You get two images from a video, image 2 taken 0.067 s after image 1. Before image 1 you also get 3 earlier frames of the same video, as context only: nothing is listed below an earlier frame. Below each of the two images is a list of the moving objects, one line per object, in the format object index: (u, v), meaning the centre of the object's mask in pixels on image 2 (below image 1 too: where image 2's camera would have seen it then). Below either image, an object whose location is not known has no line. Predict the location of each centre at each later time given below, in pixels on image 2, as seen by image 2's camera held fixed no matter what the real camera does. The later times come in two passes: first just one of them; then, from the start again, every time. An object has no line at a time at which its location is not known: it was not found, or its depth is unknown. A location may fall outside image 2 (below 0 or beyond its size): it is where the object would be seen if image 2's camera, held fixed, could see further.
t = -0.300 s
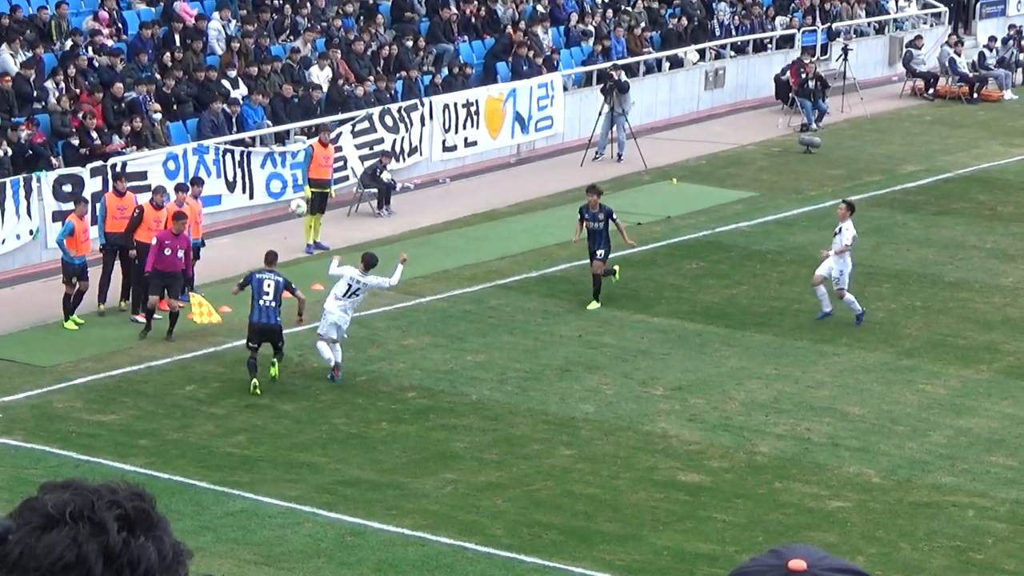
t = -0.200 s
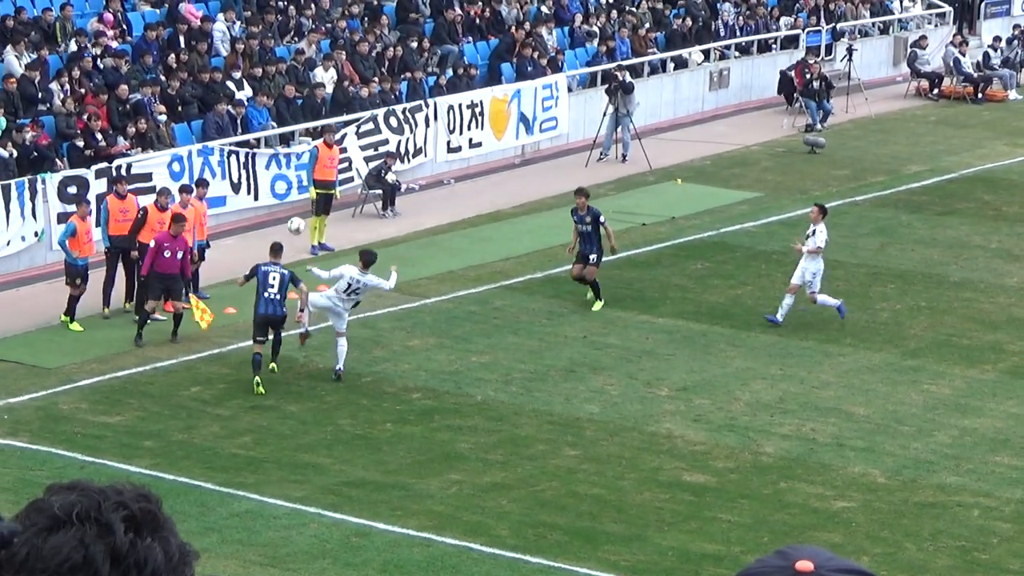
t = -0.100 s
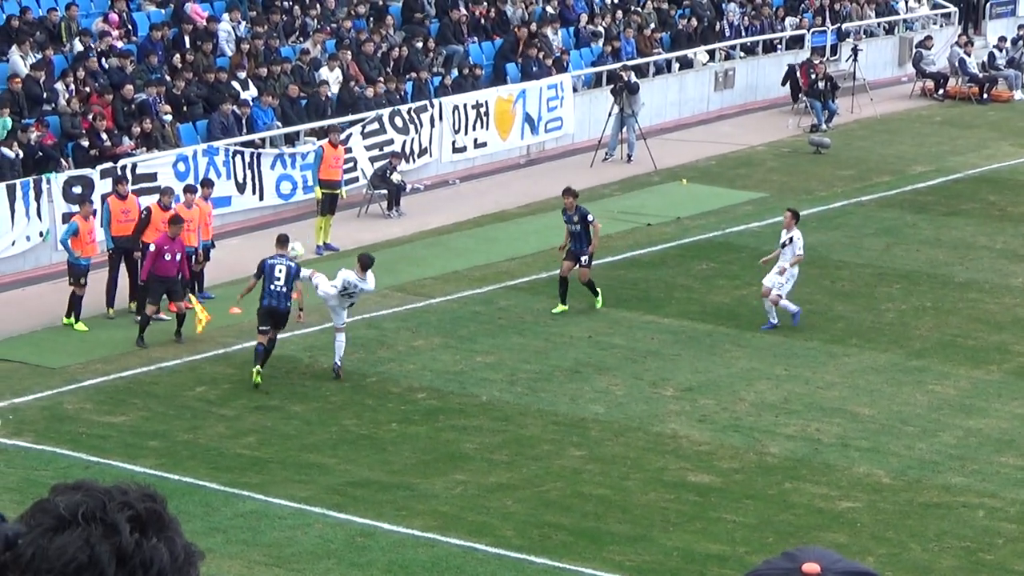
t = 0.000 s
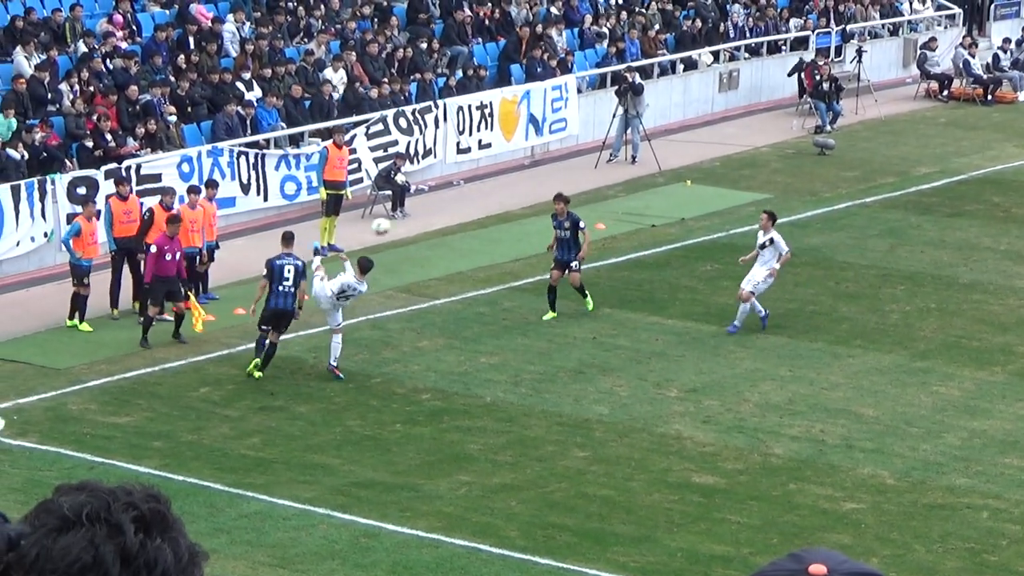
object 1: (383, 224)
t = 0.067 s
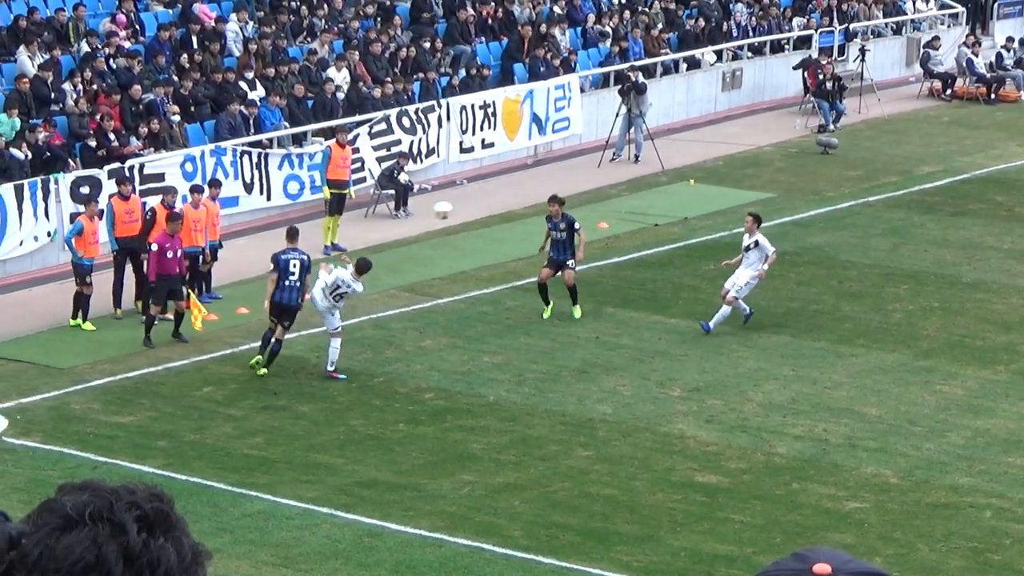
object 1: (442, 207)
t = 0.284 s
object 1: (628, 185)
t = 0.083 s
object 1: (457, 204)
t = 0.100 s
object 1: (472, 200)
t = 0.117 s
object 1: (487, 198)
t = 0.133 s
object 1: (500, 196)
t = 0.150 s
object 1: (515, 194)
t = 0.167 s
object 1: (529, 191)
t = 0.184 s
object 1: (544, 189)
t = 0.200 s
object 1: (559, 188)
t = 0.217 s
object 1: (573, 187)
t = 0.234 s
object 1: (587, 186)
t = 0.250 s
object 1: (600, 185)
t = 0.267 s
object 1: (614, 185)
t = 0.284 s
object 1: (628, 185)
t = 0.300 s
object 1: (642, 185)
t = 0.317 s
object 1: (656, 186)
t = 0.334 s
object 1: (670, 186)
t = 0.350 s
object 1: (683, 187)
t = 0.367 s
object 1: (696, 188)
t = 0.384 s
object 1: (709, 189)
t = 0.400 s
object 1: (722, 191)
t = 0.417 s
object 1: (734, 192)
